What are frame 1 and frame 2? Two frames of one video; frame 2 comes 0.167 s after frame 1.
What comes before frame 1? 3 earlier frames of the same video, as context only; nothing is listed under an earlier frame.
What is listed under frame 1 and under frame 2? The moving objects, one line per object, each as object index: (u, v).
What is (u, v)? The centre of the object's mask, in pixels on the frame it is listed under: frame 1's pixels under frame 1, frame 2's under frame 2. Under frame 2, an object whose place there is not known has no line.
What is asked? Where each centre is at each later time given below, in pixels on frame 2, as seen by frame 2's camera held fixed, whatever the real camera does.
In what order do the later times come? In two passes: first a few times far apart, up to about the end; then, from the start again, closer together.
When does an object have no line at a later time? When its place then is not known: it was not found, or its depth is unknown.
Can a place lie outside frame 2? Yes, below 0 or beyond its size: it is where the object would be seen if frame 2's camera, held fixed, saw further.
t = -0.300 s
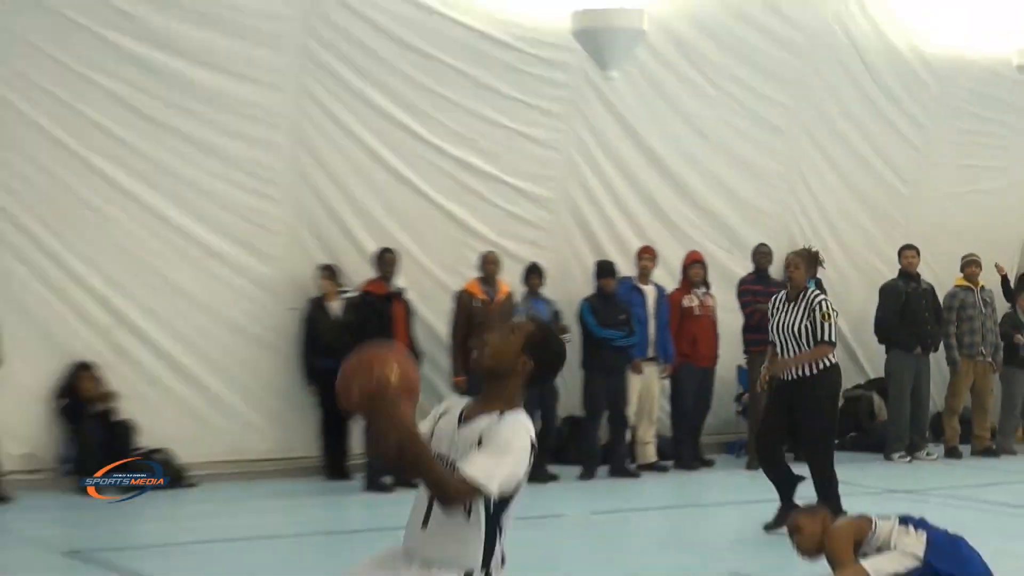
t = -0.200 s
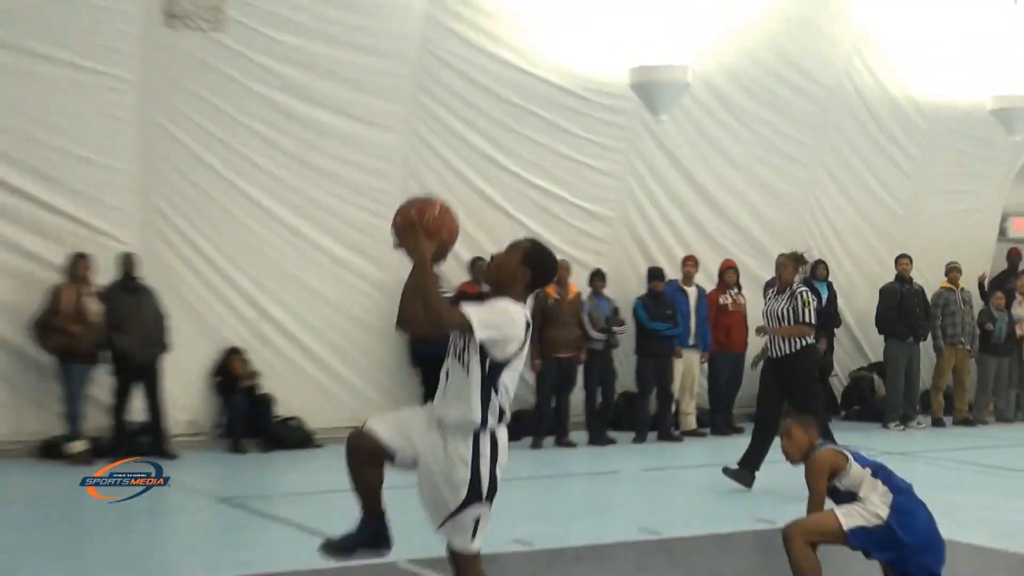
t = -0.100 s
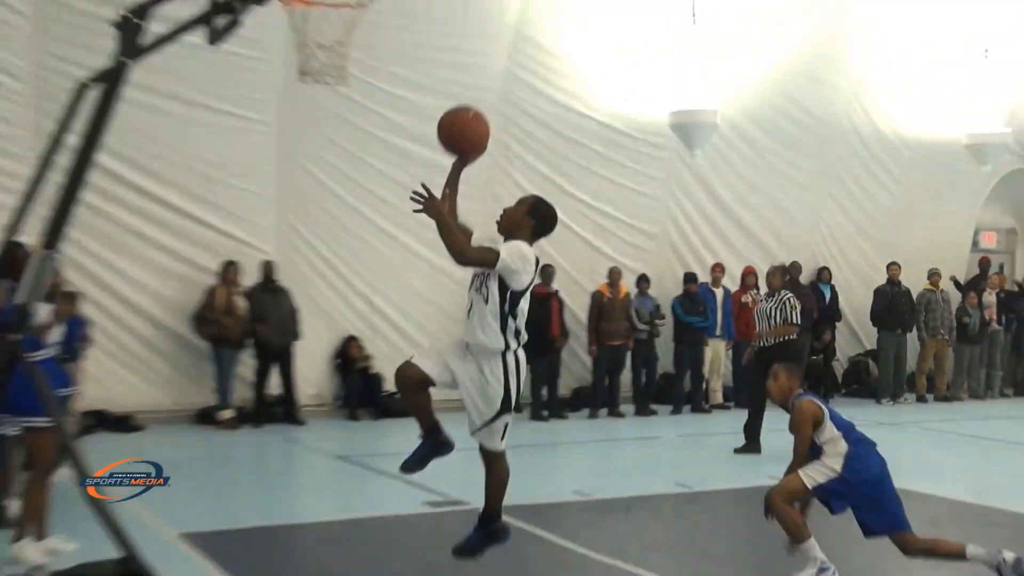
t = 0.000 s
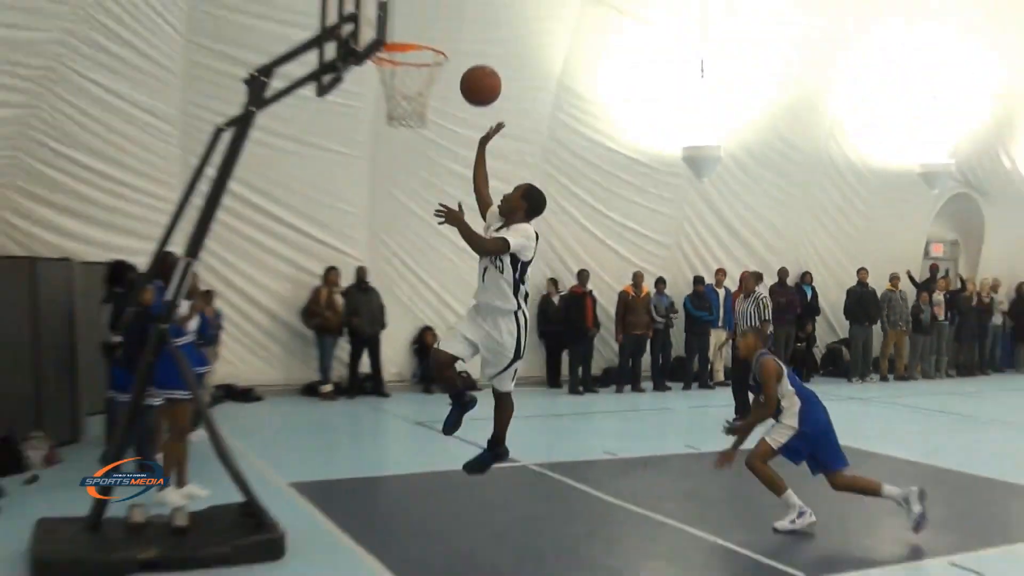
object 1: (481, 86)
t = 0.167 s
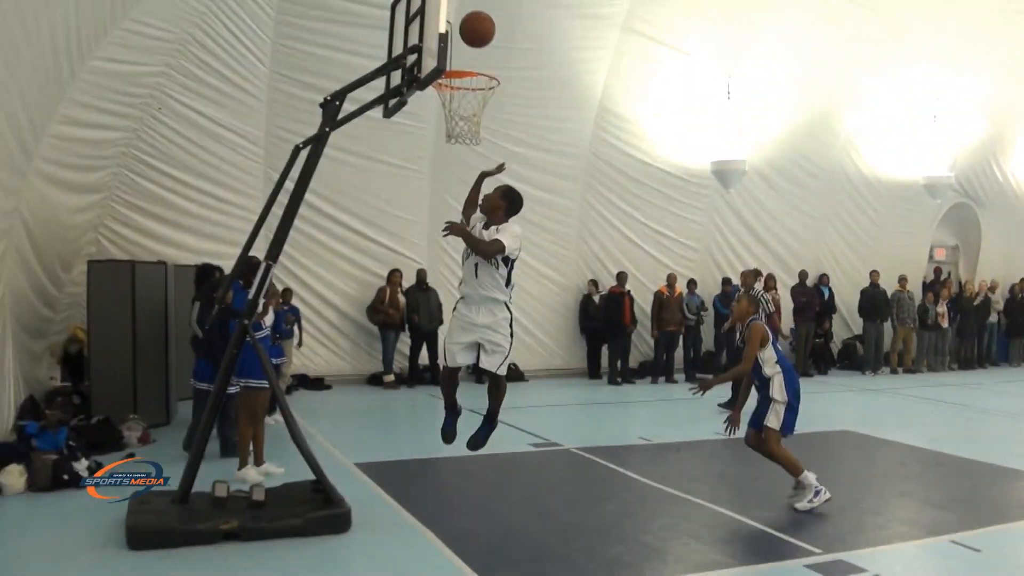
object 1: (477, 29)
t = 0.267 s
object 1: (452, 10)
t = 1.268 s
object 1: (466, 145)
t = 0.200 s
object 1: (465, 18)
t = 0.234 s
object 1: (457, 14)
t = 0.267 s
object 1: (452, 10)
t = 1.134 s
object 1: (460, 115)
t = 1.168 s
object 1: (461, 121)
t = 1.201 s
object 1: (462, 127)
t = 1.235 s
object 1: (464, 134)
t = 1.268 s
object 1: (466, 145)
